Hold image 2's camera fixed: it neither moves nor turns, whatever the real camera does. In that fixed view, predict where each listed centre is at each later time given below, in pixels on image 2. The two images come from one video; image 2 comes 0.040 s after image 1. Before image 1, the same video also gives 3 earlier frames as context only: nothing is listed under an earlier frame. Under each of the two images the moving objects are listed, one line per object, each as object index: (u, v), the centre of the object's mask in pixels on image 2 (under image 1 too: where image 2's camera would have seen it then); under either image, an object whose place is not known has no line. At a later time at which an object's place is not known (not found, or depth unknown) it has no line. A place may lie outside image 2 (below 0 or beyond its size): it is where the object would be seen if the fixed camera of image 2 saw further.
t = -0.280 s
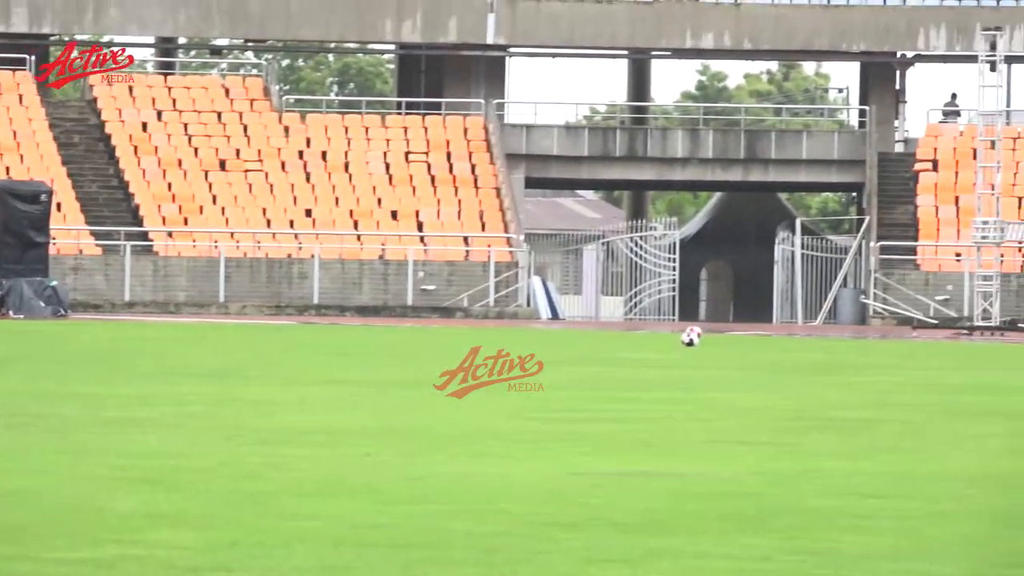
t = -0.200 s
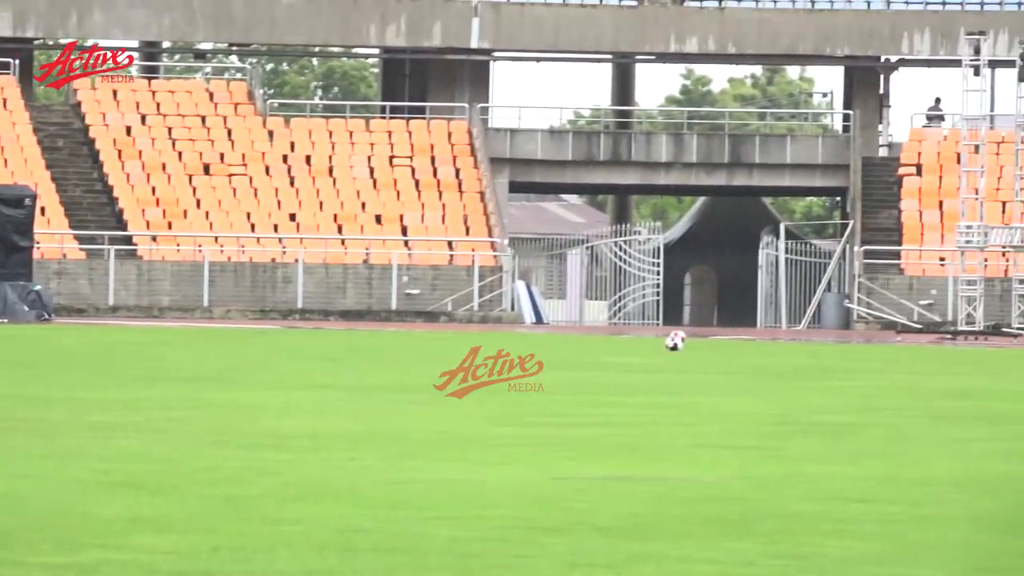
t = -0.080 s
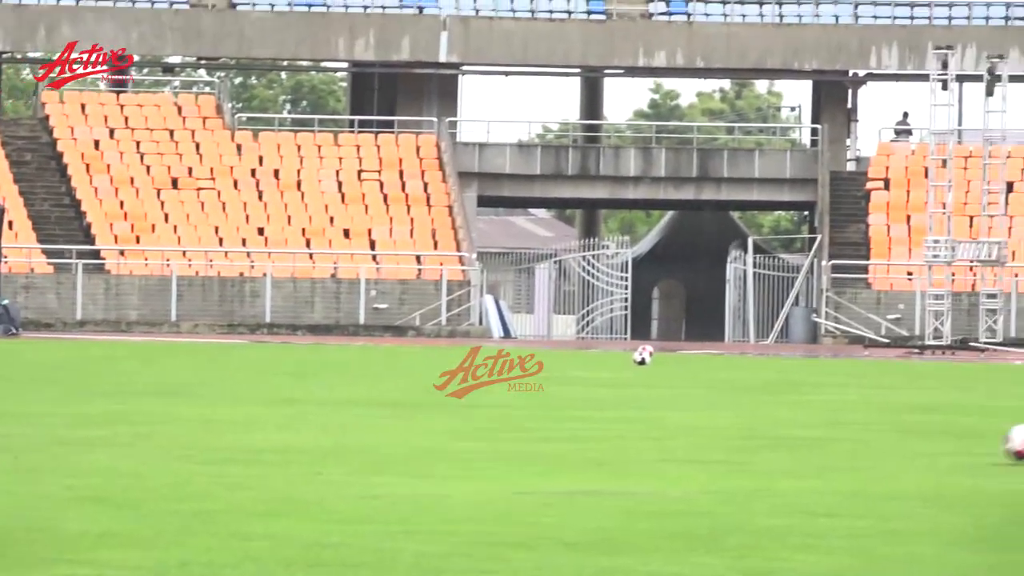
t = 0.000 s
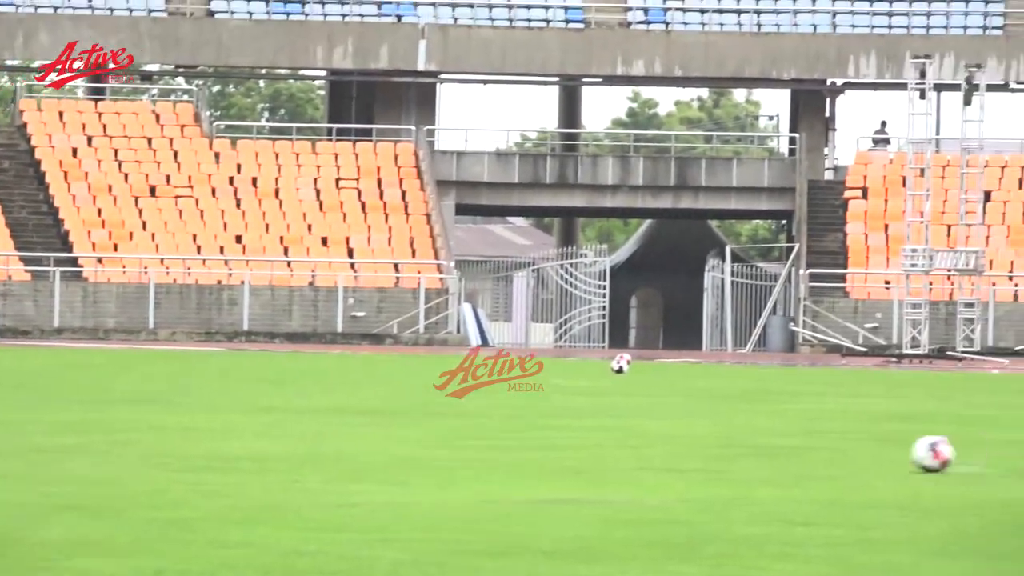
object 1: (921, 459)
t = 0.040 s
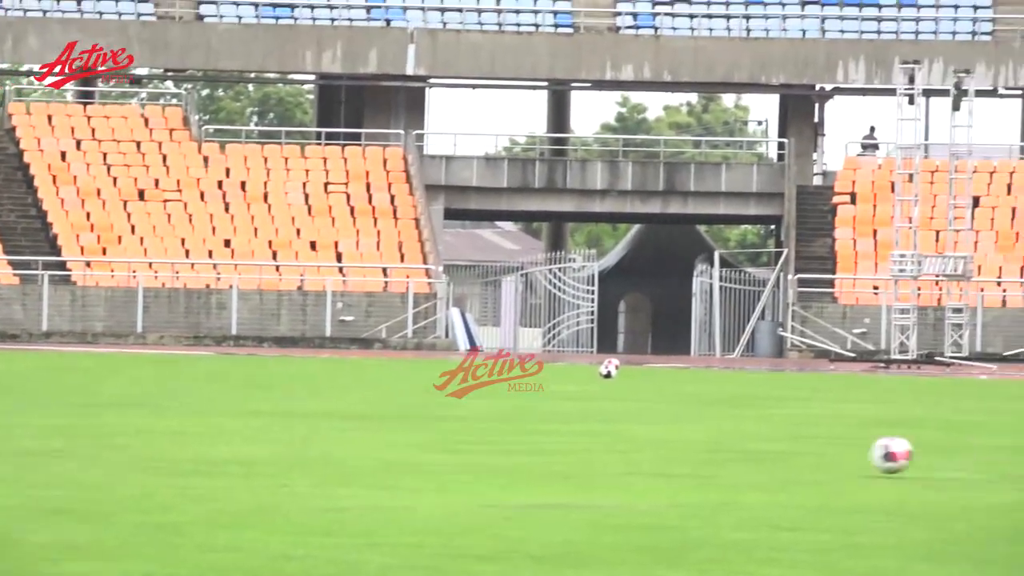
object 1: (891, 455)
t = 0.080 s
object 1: (862, 452)
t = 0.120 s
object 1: (830, 454)
